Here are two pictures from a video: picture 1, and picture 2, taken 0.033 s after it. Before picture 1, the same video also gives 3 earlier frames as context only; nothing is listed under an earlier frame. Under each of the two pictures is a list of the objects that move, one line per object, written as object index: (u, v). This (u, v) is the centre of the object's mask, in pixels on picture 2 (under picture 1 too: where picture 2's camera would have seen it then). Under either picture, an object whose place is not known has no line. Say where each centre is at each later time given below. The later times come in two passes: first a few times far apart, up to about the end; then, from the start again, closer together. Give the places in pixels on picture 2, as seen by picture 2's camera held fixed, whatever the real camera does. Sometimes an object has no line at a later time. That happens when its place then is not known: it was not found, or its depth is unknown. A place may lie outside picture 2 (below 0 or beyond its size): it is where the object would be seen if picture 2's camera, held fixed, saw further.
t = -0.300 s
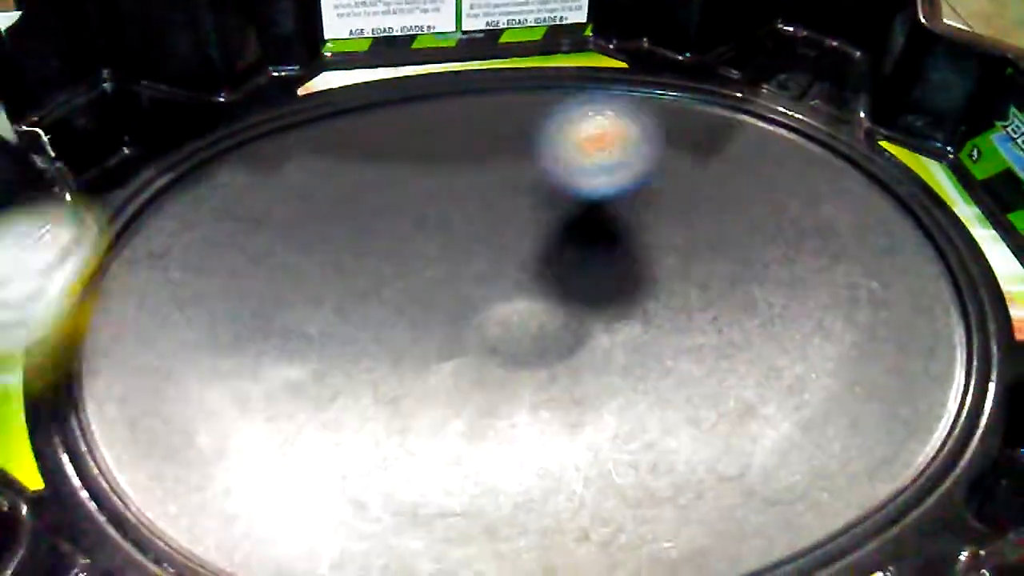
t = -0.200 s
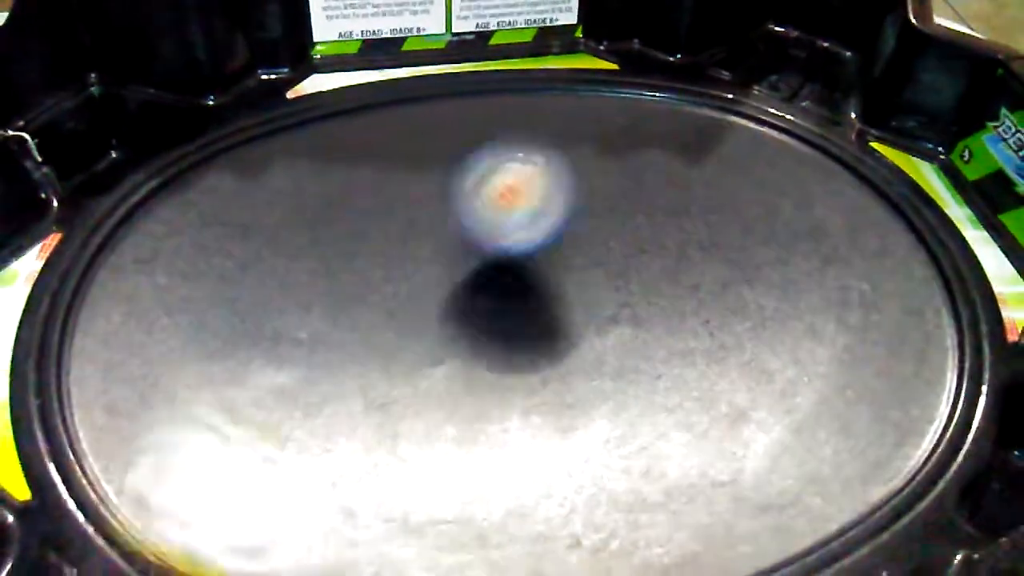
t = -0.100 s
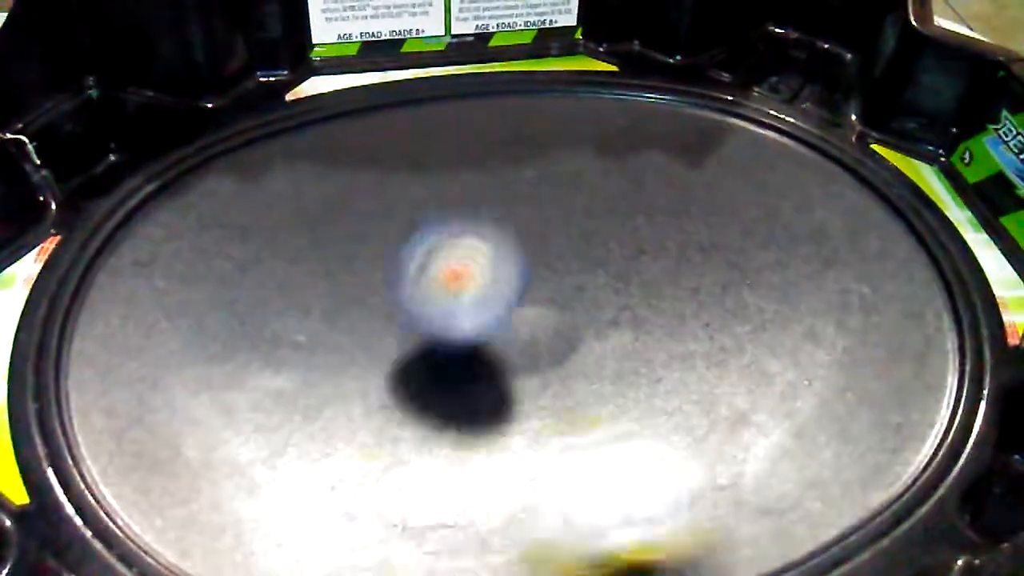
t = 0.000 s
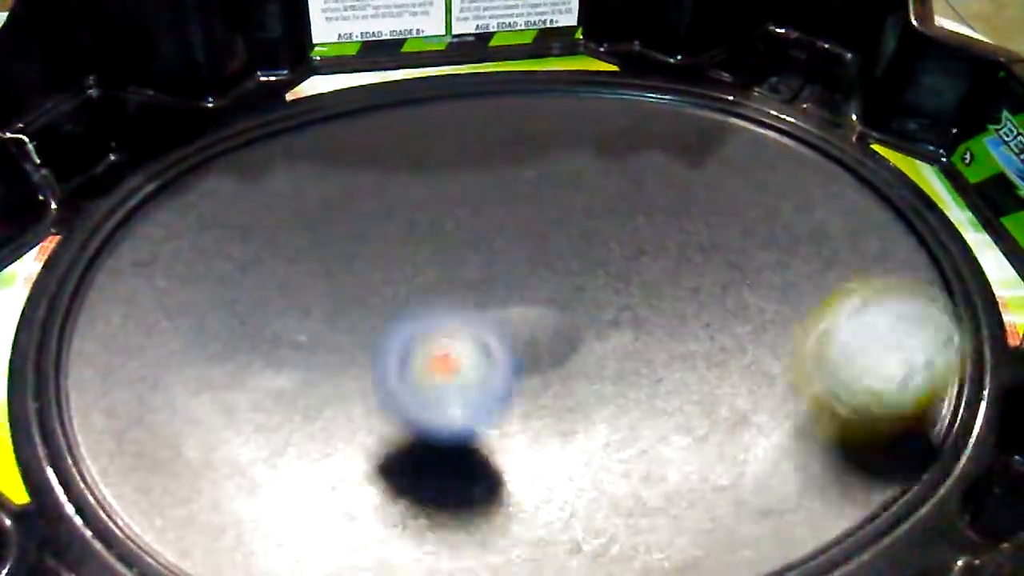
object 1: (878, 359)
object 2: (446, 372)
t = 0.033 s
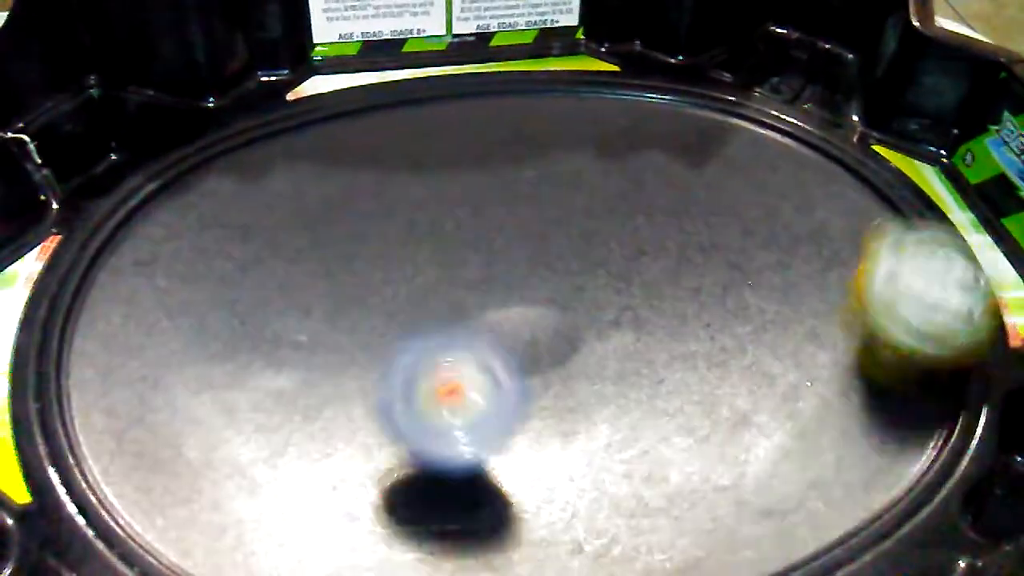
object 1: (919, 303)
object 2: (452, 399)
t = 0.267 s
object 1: (681, 125)
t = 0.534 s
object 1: (312, 201)
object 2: (840, 293)
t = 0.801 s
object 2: (538, 203)
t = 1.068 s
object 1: (254, 530)
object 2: (237, 323)
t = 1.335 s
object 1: (465, 505)
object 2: (374, 350)
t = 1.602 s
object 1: (526, 431)
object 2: (492, 252)
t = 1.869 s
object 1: (515, 345)
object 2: (440, 195)
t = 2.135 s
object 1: (491, 309)
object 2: (349, 261)
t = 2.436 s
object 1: (556, 313)
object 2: (415, 362)
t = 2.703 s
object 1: (632, 318)
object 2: (503, 360)
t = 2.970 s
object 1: (697, 314)
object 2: (412, 329)
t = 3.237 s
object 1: (659, 333)
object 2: (351, 348)
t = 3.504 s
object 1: (568, 357)
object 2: (404, 349)
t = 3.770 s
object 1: (563, 364)
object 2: (297, 298)
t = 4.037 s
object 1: (504, 337)
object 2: (317, 307)
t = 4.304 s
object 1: (507, 325)
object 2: (315, 289)
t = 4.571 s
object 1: (527, 324)
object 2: (366, 301)
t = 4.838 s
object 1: (596, 347)
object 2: (413, 288)
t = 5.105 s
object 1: (613, 363)
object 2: (492, 278)
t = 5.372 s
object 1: (570, 375)
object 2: (533, 253)
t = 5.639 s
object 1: (490, 379)
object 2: (542, 234)
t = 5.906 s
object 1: (419, 338)
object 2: (578, 262)
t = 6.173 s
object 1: (408, 287)
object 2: (618, 276)
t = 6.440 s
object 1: (455, 273)
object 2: (632, 322)
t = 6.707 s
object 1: (510, 279)
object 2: (645, 383)
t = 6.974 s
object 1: (520, 283)
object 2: (704, 418)
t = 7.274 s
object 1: (489, 288)
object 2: (610, 341)
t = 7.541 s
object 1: (385, 222)
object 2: (504, 350)
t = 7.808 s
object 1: (370, 217)
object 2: (389, 320)
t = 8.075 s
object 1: (424, 276)
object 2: (356, 402)
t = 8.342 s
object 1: (557, 373)
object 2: (409, 429)
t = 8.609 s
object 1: (668, 412)
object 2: (445, 375)
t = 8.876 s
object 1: (648, 401)
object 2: (472, 276)
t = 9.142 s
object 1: (565, 321)
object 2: (474, 224)
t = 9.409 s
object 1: (558, 295)
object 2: (444, 230)
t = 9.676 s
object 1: (590, 324)
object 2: (436, 263)
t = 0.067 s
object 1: (928, 240)
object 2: (463, 424)
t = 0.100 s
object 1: (917, 186)
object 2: (481, 443)
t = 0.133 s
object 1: (893, 144)
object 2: (506, 468)
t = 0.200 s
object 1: (799, 122)
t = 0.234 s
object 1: (738, 123)
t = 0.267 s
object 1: (681, 125)
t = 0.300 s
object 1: (632, 125)
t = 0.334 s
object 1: (583, 129)
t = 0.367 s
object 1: (535, 133)
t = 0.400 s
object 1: (488, 142)
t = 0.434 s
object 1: (442, 151)
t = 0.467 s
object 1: (397, 163)
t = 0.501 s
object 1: (353, 181)
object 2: (840, 319)
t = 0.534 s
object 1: (312, 201)
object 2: (840, 293)
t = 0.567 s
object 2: (828, 267)
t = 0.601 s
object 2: (805, 245)
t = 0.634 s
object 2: (777, 227)
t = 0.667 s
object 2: (734, 213)
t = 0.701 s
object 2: (686, 203)
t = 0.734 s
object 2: (640, 198)
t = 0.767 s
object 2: (589, 198)
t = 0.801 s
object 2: (538, 203)
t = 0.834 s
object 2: (486, 215)
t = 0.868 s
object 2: (434, 232)
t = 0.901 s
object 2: (384, 254)
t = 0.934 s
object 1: (213, 466)
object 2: (334, 280)
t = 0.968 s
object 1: (232, 473)
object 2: (289, 310)
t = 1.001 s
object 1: (243, 486)
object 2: (256, 337)
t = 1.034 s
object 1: (245, 511)
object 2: (241, 332)
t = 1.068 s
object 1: (254, 530)
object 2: (237, 323)
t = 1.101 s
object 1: (288, 534)
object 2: (242, 316)
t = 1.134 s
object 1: (319, 535)
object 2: (251, 313)
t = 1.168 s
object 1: (353, 531)
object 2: (268, 313)
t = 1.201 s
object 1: (383, 527)
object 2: (286, 317)
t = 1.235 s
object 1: (409, 521)
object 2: (305, 323)
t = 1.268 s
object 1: (431, 518)
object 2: (328, 333)
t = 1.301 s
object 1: (450, 511)
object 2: (351, 342)
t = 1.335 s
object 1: (465, 505)
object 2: (374, 350)
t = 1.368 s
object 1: (478, 494)
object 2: (395, 354)
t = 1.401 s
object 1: (488, 482)
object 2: (415, 355)
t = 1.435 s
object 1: (498, 476)
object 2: (434, 345)
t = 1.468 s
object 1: (508, 470)
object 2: (450, 329)
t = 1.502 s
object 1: (514, 462)
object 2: (465, 312)
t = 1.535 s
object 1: (519, 452)
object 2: (476, 291)
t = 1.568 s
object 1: (523, 442)
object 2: (486, 272)
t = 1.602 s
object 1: (526, 431)
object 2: (492, 252)
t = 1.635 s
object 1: (527, 420)
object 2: (495, 235)
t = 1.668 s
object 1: (527, 409)
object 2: (494, 220)
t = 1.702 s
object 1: (527, 397)
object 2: (491, 208)
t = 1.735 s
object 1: (527, 386)
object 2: (486, 198)
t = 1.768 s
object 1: (525, 375)
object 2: (476, 192)
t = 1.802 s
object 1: (523, 365)
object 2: (465, 190)
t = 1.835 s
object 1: (519, 355)
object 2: (453, 190)
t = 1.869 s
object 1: (515, 345)
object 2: (440, 195)
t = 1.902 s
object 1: (509, 336)
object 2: (424, 202)
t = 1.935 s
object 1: (502, 329)
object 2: (408, 213)
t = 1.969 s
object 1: (495, 322)
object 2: (392, 223)
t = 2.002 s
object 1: (490, 316)
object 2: (380, 233)
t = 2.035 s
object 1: (487, 313)
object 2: (369, 239)
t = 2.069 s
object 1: (488, 312)
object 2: (357, 244)
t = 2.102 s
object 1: (490, 311)
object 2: (350, 251)
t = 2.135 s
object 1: (491, 309)
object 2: (349, 261)
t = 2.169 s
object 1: (492, 308)
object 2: (353, 273)
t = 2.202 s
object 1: (497, 307)
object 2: (356, 287)
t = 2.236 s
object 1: (511, 307)
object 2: (349, 300)
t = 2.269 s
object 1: (520, 307)
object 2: (346, 313)
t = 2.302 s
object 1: (529, 308)
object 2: (351, 324)
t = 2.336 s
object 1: (536, 309)
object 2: (361, 335)
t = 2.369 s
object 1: (543, 310)
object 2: (376, 346)
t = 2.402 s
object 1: (549, 311)
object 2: (393, 355)
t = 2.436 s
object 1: (556, 313)
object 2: (415, 362)
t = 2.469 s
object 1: (563, 315)
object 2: (439, 363)
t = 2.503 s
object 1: (573, 316)
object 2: (460, 365)
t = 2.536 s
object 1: (589, 318)
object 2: (471, 367)
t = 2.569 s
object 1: (602, 320)
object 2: (476, 368)
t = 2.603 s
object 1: (613, 320)
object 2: (481, 368)
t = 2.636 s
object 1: (621, 319)
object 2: (489, 366)
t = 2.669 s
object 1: (628, 319)
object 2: (496, 363)
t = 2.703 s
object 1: (632, 318)
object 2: (503, 360)
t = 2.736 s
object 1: (637, 317)
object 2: (510, 354)
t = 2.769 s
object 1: (641, 317)
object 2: (516, 349)
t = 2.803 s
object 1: (654, 314)
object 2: (507, 345)
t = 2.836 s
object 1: (673, 313)
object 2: (486, 341)
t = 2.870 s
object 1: (685, 313)
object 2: (462, 338)
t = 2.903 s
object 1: (692, 313)
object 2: (442, 333)
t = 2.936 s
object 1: (696, 313)
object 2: (427, 331)
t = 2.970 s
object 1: (697, 314)
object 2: (412, 329)
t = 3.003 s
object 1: (697, 315)
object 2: (397, 330)
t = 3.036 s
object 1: (695, 317)
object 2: (385, 331)
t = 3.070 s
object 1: (692, 319)
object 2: (375, 333)
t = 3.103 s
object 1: (688, 322)
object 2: (366, 336)
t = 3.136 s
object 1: (682, 324)
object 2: (359, 340)
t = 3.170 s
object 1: (676, 326)
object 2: (353, 343)
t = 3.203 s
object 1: (668, 329)
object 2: (351, 346)
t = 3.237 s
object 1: (659, 333)
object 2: (351, 348)
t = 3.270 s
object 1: (649, 336)
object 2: (352, 350)
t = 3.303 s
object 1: (639, 339)
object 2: (355, 351)
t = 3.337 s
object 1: (628, 343)
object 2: (359, 352)
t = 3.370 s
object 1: (616, 347)
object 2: (368, 353)
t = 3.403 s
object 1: (605, 350)
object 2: (376, 353)
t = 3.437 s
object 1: (593, 353)
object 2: (383, 352)
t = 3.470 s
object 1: (580, 355)
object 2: (392, 351)
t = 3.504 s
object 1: (568, 357)
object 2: (404, 349)
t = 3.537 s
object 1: (557, 359)
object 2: (410, 346)
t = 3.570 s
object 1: (571, 363)
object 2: (389, 337)
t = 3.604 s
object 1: (580, 365)
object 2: (371, 324)
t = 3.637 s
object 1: (581, 366)
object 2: (351, 315)
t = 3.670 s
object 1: (578, 366)
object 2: (336, 306)
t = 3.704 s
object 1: (575, 366)
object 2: (322, 301)
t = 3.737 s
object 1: (570, 365)
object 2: (309, 298)
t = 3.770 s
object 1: (563, 364)
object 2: (297, 298)
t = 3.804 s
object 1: (558, 362)
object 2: (288, 299)
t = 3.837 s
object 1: (552, 358)
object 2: (282, 302)
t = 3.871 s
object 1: (544, 355)
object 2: (281, 304)
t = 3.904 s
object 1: (537, 352)
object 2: (280, 307)
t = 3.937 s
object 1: (529, 348)
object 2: (285, 309)
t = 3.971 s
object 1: (521, 344)
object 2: (293, 309)
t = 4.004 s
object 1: (513, 340)
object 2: (304, 308)
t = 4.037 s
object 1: (504, 337)
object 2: (317, 307)
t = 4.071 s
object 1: (494, 335)
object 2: (332, 308)
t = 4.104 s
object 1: (486, 332)
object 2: (346, 308)
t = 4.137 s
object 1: (494, 332)
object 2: (339, 302)
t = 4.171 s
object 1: (504, 331)
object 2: (328, 296)
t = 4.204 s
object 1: (506, 330)
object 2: (321, 289)
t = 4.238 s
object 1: (507, 328)
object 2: (315, 287)
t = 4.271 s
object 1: (507, 326)
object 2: (314, 287)
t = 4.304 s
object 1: (507, 325)
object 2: (315, 289)
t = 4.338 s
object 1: (507, 323)
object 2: (317, 291)
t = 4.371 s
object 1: (507, 322)
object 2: (322, 293)
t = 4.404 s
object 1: (508, 322)
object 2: (328, 297)
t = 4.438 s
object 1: (507, 322)
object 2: (336, 300)
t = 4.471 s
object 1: (508, 321)
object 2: (346, 302)
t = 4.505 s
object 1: (508, 320)
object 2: (359, 304)
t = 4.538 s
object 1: (511, 321)
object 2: (370, 305)
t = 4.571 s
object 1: (527, 324)
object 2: (366, 301)
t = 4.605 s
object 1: (541, 329)
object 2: (363, 297)
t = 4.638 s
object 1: (551, 332)
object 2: (364, 293)
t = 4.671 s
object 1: (560, 336)
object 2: (369, 290)
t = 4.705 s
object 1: (568, 339)
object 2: (376, 288)
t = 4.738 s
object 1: (575, 342)
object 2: (384, 288)
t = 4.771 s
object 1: (583, 343)
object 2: (393, 288)
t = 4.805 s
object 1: (590, 345)
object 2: (403, 289)
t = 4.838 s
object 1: (596, 347)
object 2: (413, 288)
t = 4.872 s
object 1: (602, 349)
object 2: (423, 288)
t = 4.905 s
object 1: (607, 350)
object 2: (434, 288)
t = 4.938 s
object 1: (611, 353)
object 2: (445, 288)
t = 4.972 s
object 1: (614, 356)
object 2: (455, 289)
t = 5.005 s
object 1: (616, 358)
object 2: (465, 288)
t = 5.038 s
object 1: (616, 360)
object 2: (473, 286)
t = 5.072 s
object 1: (615, 362)
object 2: (483, 283)
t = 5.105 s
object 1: (613, 363)
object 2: (492, 278)
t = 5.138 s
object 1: (611, 363)
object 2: (501, 275)
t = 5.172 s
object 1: (608, 367)
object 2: (510, 269)
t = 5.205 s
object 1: (604, 371)
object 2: (516, 260)
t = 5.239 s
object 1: (598, 373)
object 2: (521, 255)
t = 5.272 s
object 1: (592, 373)
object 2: (525, 252)
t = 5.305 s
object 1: (584, 374)
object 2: (528, 251)
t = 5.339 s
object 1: (577, 375)
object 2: (531, 252)
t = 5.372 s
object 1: (570, 375)
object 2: (533, 253)
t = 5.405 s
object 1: (561, 375)
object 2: (536, 255)
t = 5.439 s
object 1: (552, 380)
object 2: (539, 253)
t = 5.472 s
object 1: (541, 386)
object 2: (542, 246)
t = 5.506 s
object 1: (530, 387)
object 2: (545, 239)
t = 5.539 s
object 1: (519, 387)
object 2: (547, 234)
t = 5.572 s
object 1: (509, 385)
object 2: (547, 232)
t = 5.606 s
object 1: (499, 382)
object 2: (545, 232)
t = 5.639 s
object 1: (490, 379)
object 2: (542, 234)
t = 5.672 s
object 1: (482, 376)
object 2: (537, 237)
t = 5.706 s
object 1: (473, 371)
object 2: (536, 242)
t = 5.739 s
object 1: (465, 367)
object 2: (533, 249)
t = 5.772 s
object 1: (457, 361)
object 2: (533, 255)
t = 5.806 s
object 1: (450, 355)
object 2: (534, 261)
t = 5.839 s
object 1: (436, 352)
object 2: (548, 262)
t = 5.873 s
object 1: (425, 346)
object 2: (564, 262)
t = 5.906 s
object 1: (419, 338)
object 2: (578, 262)
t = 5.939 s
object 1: (413, 331)
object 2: (590, 263)
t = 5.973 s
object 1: (410, 323)
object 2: (598, 263)
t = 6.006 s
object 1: (407, 316)
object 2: (604, 265)
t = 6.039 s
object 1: (405, 310)
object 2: (609, 264)
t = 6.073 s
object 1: (405, 303)
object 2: (611, 265)
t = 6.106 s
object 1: (404, 298)
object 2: (613, 267)
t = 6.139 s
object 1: (406, 293)
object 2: (616, 270)
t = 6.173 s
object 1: (408, 287)
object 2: (618, 276)
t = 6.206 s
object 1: (410, 284)
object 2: (620, 282)
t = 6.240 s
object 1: (415, 280)
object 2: (622, 290)
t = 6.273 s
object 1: (421, 276)
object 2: (623, 296)
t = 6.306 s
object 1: (425, 275)
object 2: (626, 302)
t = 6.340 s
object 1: (432, 273)
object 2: (627, 308)
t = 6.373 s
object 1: (440, 272)
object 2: (630, 313)
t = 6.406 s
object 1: (445, 272)
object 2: (632, 319)
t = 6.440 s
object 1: (455, 273)
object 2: (632, 322)
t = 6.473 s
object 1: (463, 273)
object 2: (632, 327)
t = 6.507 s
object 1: (471, 277)
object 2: (630, 333)
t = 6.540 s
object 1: (481, 281)
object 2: (627, 338)
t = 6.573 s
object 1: (490, 284)
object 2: (624, 342)
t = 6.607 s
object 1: (500, 289)
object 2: (622, 346)
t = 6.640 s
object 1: (509, 290)
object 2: (621, 349)
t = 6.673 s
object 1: (512, 288)
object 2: (629, 366)
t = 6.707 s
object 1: (510, 279)
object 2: (645, 383)
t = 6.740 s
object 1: (512, 276)
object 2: (655, 399)
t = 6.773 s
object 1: (514, 275)
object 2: (667, 405)
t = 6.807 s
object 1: (515, 276)
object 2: (678, 412)
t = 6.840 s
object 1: (515, 277)
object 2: (686, 417)
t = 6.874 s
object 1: (517, 278)
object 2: (689, 417)
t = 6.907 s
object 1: (517, 280)
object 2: (695, 419)
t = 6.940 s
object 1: (519, 281)
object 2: (698, 419)
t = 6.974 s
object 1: (520, 283)
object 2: (704, 418)
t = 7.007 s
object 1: (521, 286)
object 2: (714, 418)
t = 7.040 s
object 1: (522, 289)
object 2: (709, 408)
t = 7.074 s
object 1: (522, 292)
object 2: (703, 399)
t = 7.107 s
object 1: (522, 295)
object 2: (685, 384)
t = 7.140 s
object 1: (521, 299)
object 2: (674, 370)
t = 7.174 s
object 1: (520, 303)
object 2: (652, 355)
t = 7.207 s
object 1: (513, 303)
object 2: (634, 345)
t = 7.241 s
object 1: (501, 296)
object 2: (622, 341)
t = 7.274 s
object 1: (489, 288)
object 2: (610, 341)
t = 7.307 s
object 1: (471, 274)
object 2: (598, 346)
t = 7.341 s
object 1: (455, 264)
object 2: (589, 349)
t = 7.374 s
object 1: (438, 254)
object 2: (575, 351)
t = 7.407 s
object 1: (424, 246)
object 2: (561, 349)
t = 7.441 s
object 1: (410, 238)
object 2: (545, 353)
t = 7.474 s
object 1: (400, 232)
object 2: (532, 351)
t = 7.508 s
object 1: (390, 226)
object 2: (516, 353)
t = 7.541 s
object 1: (385, 222)
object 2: (504, 350)
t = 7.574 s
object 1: (379, 218)
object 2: (490, 348)
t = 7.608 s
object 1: (375, 217)
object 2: (476, 345)
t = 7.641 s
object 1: (372, 214)
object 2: (461, 343)
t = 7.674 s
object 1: (370, 213)
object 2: (446, 341)
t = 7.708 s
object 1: (368, 212)
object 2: (432, 337)
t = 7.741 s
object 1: (369, 214)
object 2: (421, 332)
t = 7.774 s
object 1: (368, 214)
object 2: (411, 326)
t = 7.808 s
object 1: (370, 217)
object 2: (389, 320)
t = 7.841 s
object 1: (374, 220)
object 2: (376, 322)
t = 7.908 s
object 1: (389, 226)
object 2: (358, 349)
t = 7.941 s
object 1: (395, 234)
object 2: (350, 362)
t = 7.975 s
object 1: (399, 242)
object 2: (347, 375)
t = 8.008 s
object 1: (405, 252)
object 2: (348, 386)
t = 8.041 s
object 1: (414, 261)
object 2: (351, 394)
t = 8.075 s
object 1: (424, 276)
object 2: (356, 402)
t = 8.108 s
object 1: (432, 289)
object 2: (362, 409)
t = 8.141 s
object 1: (444, 305)
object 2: (372, 416)
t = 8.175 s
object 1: (455, 320)
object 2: (382, 419)
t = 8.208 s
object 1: (469, 333)
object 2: (396, 419)
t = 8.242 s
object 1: (486, 346)
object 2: (402, 420)
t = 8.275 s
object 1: (513, 357)
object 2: (398, 425)
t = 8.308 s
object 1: (535, 366)
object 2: (401, 429)
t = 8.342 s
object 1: (557, 373)
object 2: (409, 429)
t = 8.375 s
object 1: (580, 381)
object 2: (413, 430)
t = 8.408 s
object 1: (601, 389)
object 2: (416, 431)
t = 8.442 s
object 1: (619, 395)
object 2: (421, 421)
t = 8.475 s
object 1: (635, 398)
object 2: (426, 414)
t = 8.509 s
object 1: (645, 403)
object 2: (432, 405)
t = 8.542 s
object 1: (658, 407)
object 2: (436, 395)
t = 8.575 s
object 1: (664, 410)
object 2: (439, 387)
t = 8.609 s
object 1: (668, 412)
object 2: (445, 375)
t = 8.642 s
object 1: (669, 413)
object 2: (452, 363)
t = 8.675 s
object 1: (670, 413)
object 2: (457, 350)
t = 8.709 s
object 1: (670, 413)
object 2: (464, 339)
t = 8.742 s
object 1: (669, 414)
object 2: (468, 325)
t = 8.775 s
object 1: (664, 413)
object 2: (470, 315)
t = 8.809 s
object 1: (660, 408)
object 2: (472, 299)
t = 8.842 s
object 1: (656, 406)
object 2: (473, 288)
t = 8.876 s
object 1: (648, 401)
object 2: (472, 276)
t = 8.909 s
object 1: (642, 394)
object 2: (475, 266)
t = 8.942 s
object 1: (631, 386)
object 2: (475, 258)
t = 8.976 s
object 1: (619, 374)
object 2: (475, 254)
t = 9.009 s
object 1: (608, 363)
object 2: (477, 248)
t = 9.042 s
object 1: (593, 350)
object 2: (479, 243)
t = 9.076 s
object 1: (582, 336)
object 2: (481, 240)
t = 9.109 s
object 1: (572, 326)
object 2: (482, 235)
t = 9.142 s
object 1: (565, 321)
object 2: (474, 224)
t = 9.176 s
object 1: (560, 318)
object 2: (464, 215)
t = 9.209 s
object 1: (557, 314)
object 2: (454, 210)
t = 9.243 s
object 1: (557, 309)
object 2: (447, 208)
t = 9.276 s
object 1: (556, 306)
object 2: (443, 209)
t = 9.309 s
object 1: (555, 303)
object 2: (440, 212)
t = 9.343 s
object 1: (553, 300)
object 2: (441, 217)
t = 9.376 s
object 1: (556, 295)
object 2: (441, 222)
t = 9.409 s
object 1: (558, 295)
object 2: (444, 230)
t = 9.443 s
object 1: (560, 296)
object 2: (445, 235)
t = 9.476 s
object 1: (566, 299)
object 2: (441, 237)
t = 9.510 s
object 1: (574, 303)
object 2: (439, 239)
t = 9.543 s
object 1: (580, 306)
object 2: (435, 242)
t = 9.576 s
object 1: (583, 311)
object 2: (437, 246)
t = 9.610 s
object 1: (586, 318)
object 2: (434, 252)
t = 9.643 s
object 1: (589, 322)
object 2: (438, 258)
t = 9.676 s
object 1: (590, 324)
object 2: (436, 263)
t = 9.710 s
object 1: (589, 328)
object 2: (439, 270)
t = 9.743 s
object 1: (586, 332)
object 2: (437, 277)
